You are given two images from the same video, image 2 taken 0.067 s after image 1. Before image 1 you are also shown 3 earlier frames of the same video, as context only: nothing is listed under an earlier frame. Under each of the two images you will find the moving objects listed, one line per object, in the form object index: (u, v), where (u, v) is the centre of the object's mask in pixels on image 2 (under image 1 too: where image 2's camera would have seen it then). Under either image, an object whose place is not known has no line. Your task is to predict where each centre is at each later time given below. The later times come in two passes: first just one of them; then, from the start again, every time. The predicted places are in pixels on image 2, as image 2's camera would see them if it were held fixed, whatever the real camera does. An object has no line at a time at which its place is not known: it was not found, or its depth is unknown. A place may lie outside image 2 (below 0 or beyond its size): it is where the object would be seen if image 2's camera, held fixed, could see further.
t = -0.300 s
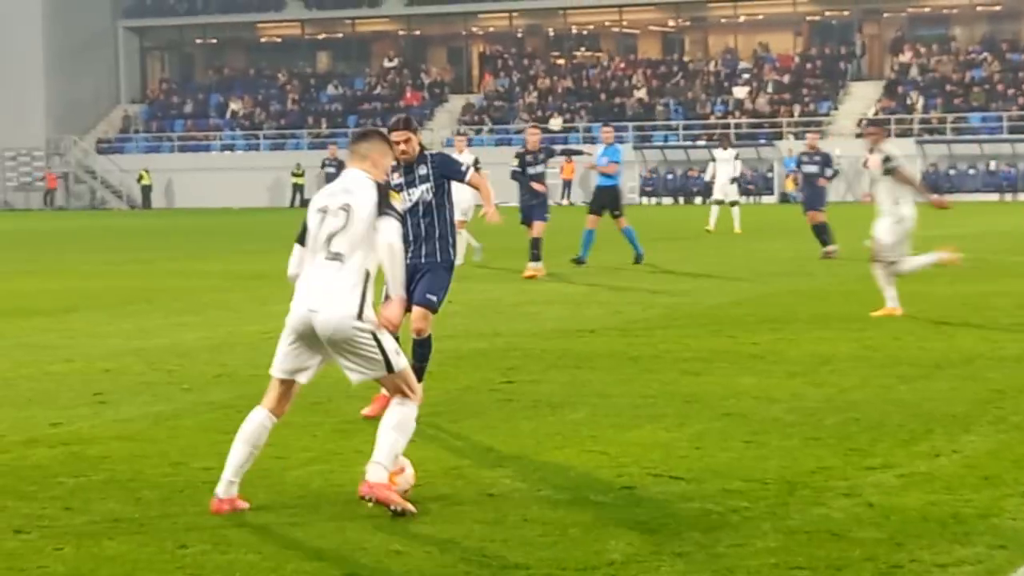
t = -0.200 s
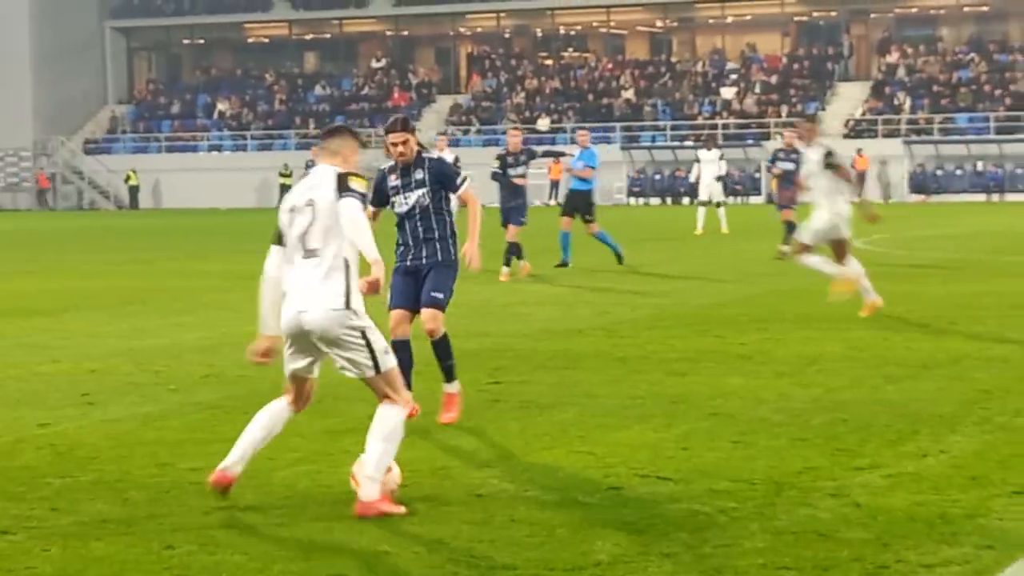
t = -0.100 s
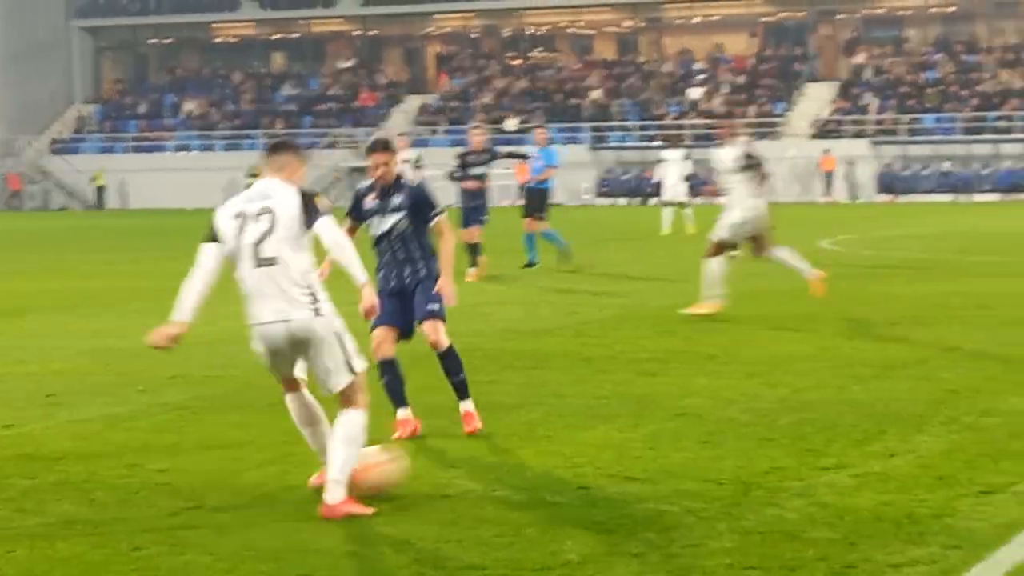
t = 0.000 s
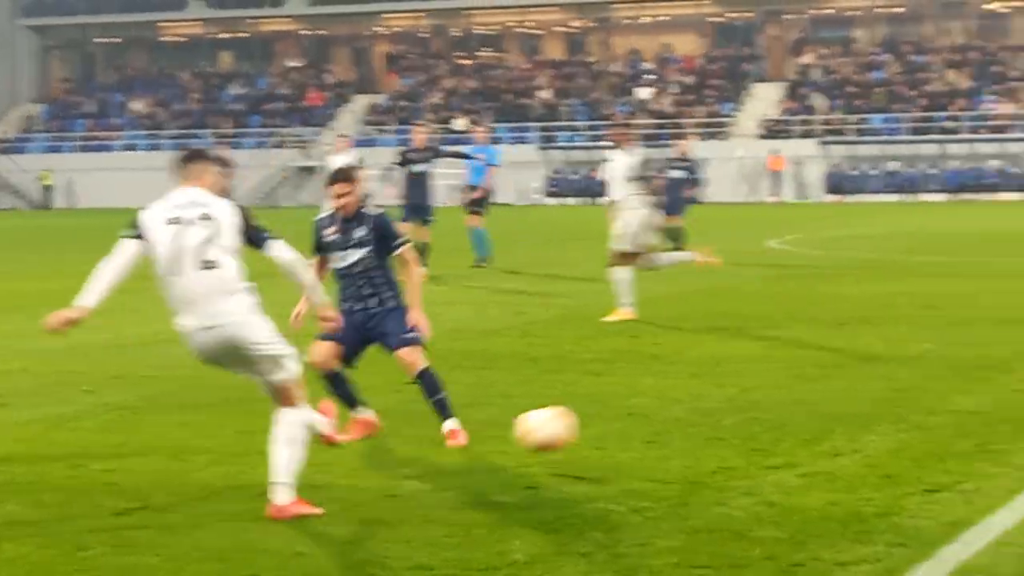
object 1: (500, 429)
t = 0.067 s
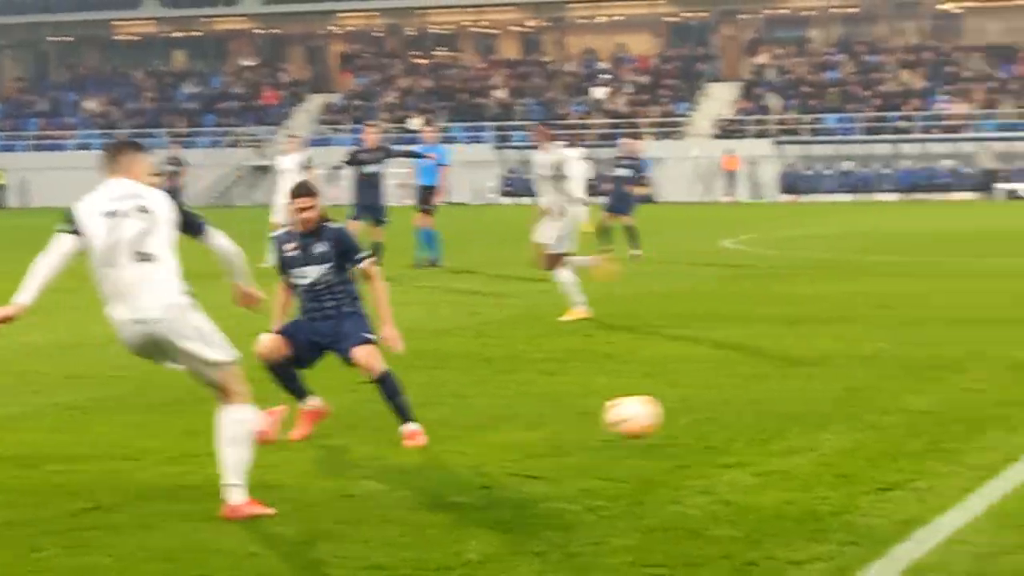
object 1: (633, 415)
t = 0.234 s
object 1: (890, 384)
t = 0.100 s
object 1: (693, 414)
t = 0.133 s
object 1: (750, 414)
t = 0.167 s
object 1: (799, 403)
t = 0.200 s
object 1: (845, 392)
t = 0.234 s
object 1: (890, 384)
